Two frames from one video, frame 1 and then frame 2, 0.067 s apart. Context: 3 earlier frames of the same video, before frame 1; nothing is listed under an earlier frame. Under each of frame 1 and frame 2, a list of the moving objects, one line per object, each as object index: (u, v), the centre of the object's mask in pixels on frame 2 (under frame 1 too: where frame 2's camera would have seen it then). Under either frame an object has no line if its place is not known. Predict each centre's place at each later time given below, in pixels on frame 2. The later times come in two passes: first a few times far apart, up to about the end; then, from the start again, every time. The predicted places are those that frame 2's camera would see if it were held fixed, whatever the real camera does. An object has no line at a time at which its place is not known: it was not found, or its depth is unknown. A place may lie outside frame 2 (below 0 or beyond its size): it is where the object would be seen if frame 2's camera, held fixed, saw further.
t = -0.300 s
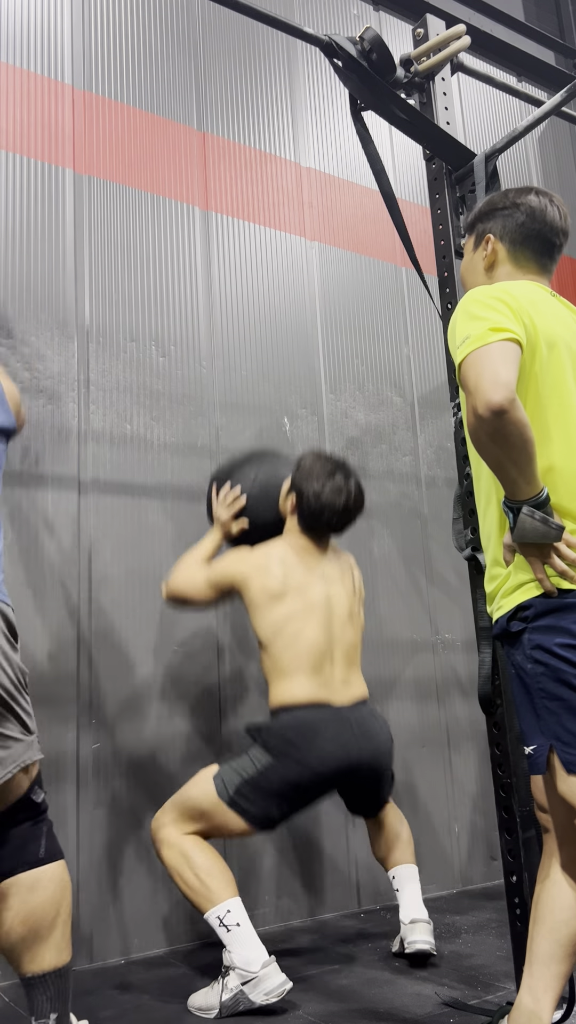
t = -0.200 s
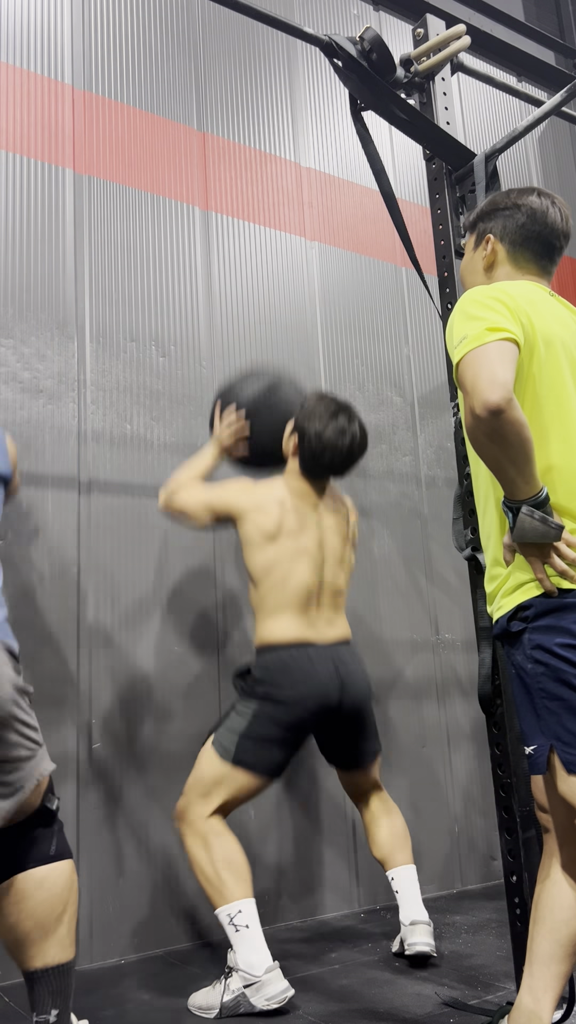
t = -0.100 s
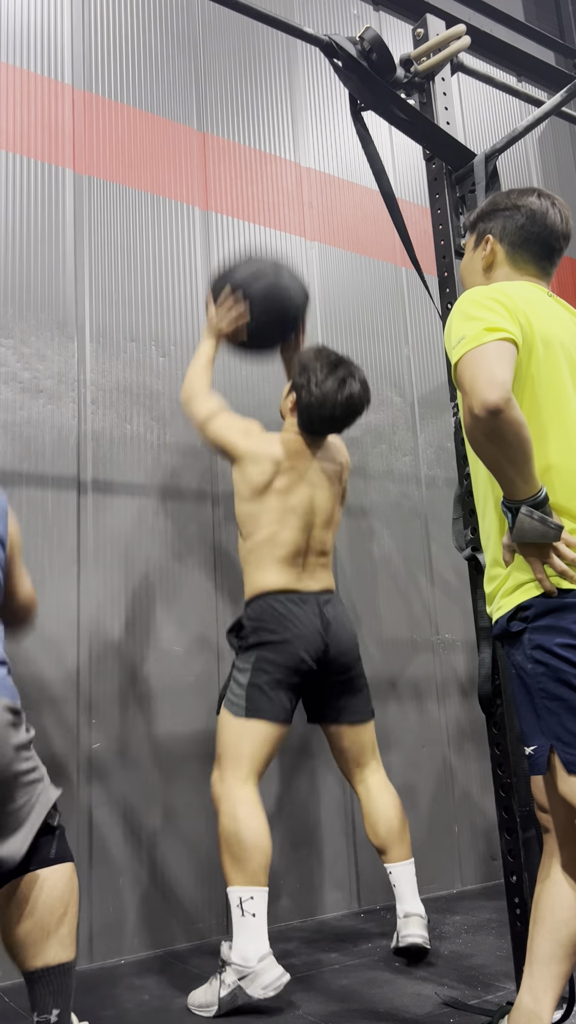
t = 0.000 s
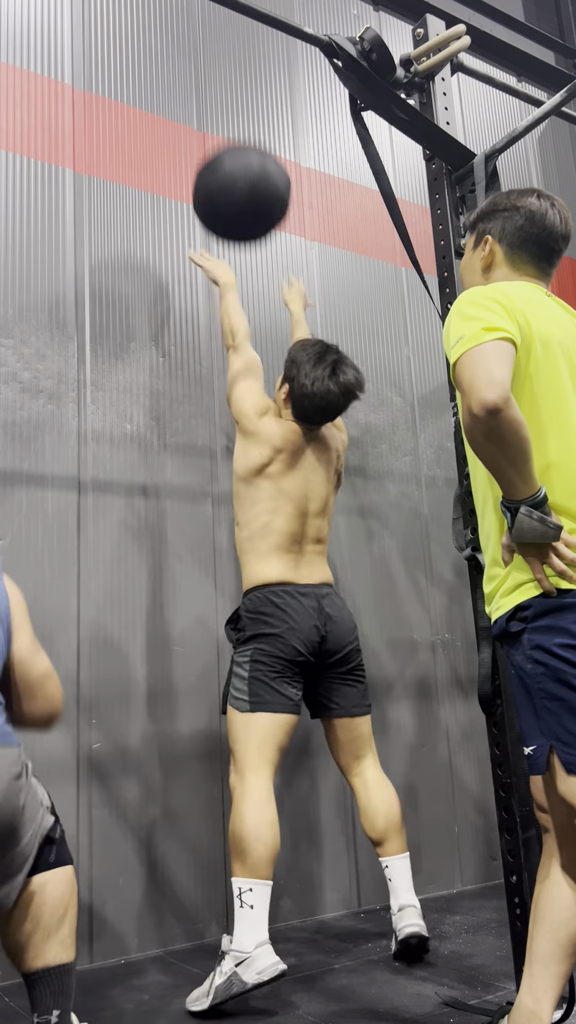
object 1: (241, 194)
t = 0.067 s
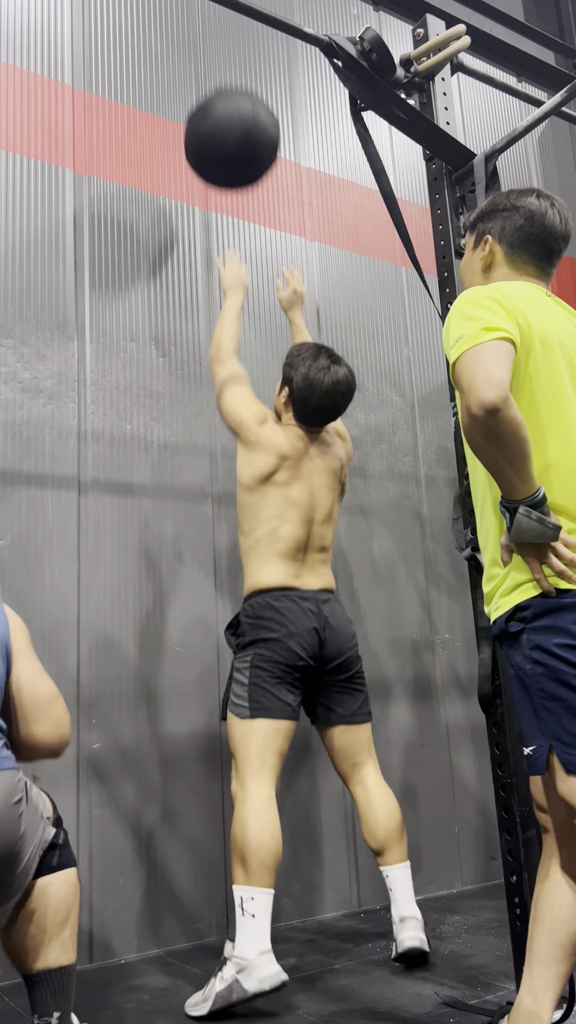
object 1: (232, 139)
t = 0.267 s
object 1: (208, 52)
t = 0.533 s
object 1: (200, 57)
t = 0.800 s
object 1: (221, 194)
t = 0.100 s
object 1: (227, 117)
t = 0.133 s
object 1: (223, 98)
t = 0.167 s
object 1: (219, 82)
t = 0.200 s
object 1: (215, 68)
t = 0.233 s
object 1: (212, 58)
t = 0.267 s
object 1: (208, 52)
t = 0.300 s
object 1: (204, 48)
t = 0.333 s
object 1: (201, 46)
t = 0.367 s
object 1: (199, 45)
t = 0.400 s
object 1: (196, 46)
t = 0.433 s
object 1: (195, 49)
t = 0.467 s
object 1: (196, 51)
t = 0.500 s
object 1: (199, 52)
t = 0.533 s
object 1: (200, 57)
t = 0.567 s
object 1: (203, 63)
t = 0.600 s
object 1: (205, 74)
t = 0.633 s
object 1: (207, 87)
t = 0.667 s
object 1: (210, 103)
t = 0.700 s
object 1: (212, 121)
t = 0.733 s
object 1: (215, 143)
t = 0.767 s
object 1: (218, 167)
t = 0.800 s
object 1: (221, 194)
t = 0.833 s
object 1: (224, 225)
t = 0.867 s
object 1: (228, 259)
